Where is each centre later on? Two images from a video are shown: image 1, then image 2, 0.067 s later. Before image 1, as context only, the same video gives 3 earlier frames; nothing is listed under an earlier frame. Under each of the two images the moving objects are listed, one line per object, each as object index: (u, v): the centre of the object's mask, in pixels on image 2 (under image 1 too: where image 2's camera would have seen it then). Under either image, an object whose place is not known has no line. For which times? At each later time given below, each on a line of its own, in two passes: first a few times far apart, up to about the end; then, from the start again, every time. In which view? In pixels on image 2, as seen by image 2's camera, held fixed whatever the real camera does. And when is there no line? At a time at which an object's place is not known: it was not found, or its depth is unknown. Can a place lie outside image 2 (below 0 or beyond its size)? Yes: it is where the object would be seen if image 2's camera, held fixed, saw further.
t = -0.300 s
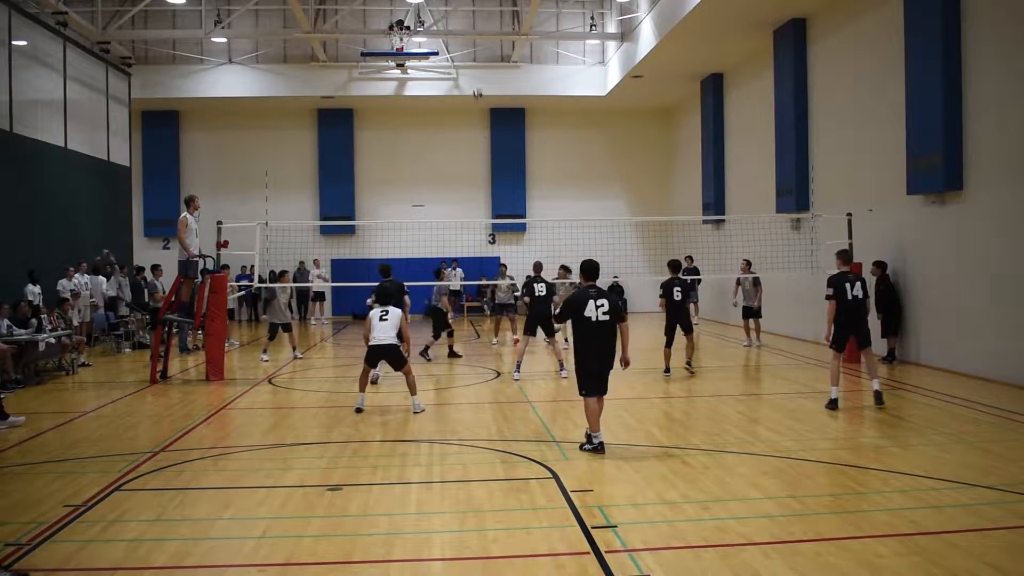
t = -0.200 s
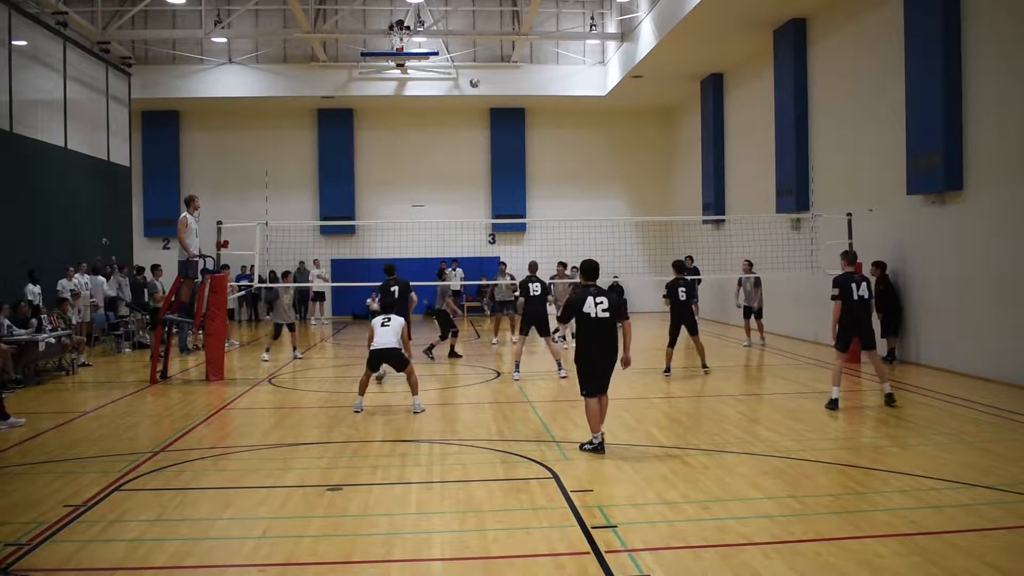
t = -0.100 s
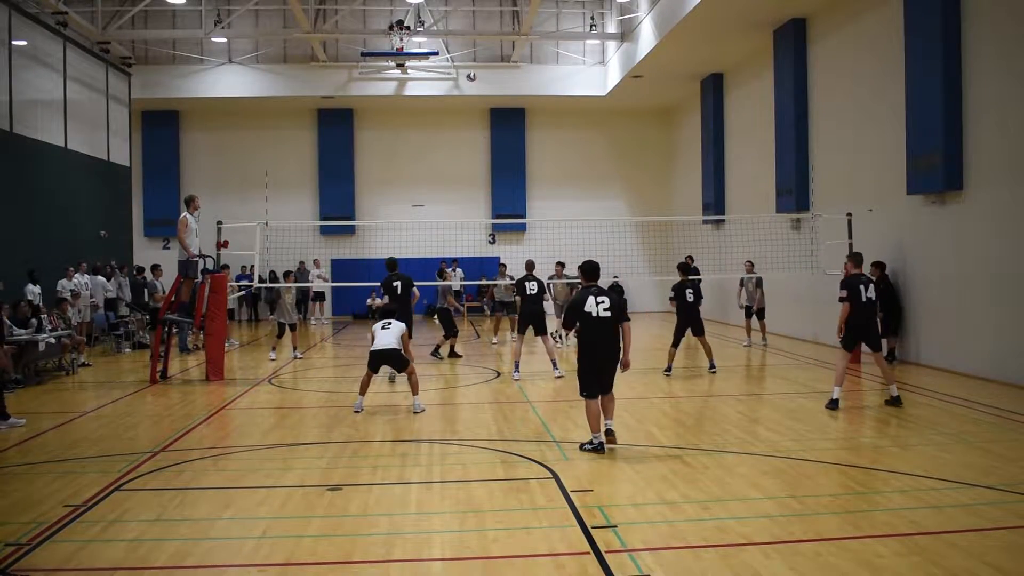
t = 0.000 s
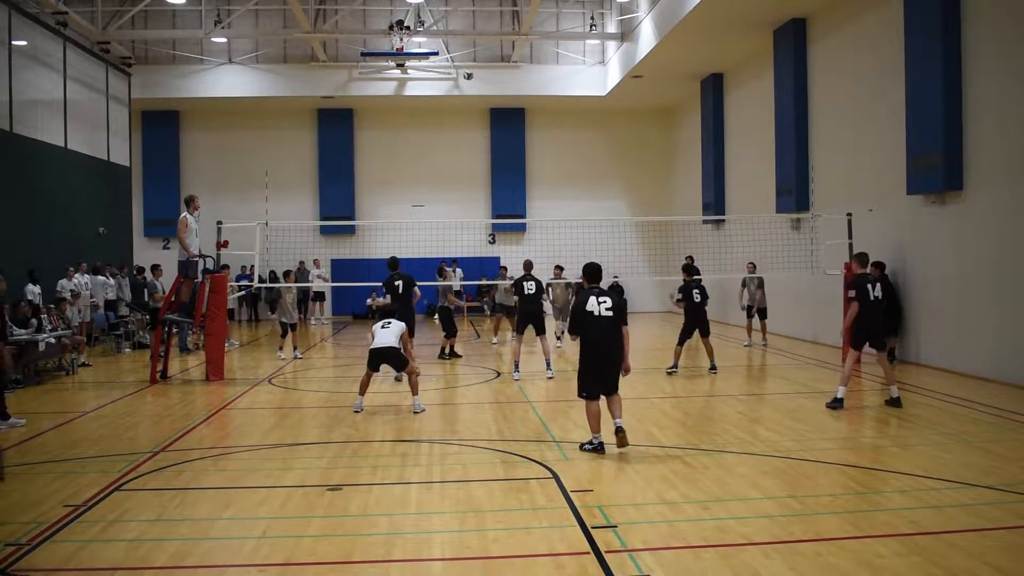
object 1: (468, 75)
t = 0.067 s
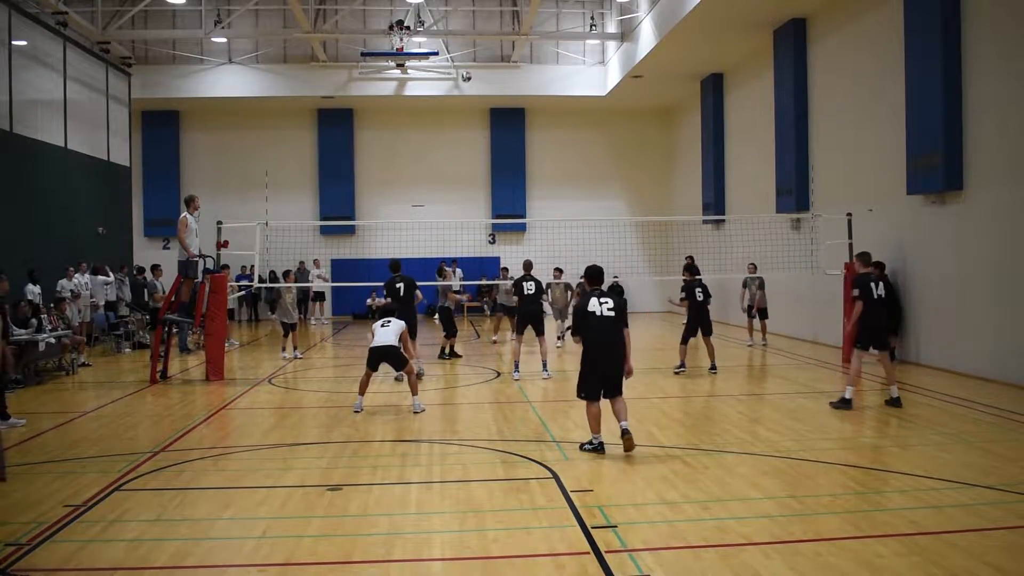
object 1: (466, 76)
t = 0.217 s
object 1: (461, 89)
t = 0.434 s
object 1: (455, 126)
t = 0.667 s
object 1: (450, 192)
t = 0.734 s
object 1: (448, 217)
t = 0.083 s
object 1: (465, 77)
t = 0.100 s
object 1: (465, 78)
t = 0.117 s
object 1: (464, 79)
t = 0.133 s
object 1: (464, 80)
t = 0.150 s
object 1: (464, 82)
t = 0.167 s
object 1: (463, 83)
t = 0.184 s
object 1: (462, 85)
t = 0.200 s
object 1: (462, 87)
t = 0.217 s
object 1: (461, 89)
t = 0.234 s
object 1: (461, 91)
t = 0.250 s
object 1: (460, 93)
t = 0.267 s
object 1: (460, 95)
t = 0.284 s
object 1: (460, 98)
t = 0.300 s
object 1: (459, 100)
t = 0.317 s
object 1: (459, 103)
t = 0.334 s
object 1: (458, 106)
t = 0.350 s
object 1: (458, 109)
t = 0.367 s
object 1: (457, 111)
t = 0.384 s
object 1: (456, 114)
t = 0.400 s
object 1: (456, 118)
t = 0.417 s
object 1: (456, 122)
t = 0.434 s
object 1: (455, 126)
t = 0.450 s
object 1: (455, 130)
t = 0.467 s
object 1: (455, 134)
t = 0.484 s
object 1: (454, 138)
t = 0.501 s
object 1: (453, 142)
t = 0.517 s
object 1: (453, 147)
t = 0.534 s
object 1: (453, 152)
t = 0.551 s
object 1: (453, 156)
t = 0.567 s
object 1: (452, 161)
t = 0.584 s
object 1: (451, 165)
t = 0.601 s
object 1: (451, 171)
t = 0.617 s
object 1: (451, 176)
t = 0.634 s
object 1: (451, 181)
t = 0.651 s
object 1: (450, 186)
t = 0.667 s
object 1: (450, 192)
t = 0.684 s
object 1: (449, 199)
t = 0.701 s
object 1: (449, 204)
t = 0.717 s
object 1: (449, 212)
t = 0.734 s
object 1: (448, 217)
